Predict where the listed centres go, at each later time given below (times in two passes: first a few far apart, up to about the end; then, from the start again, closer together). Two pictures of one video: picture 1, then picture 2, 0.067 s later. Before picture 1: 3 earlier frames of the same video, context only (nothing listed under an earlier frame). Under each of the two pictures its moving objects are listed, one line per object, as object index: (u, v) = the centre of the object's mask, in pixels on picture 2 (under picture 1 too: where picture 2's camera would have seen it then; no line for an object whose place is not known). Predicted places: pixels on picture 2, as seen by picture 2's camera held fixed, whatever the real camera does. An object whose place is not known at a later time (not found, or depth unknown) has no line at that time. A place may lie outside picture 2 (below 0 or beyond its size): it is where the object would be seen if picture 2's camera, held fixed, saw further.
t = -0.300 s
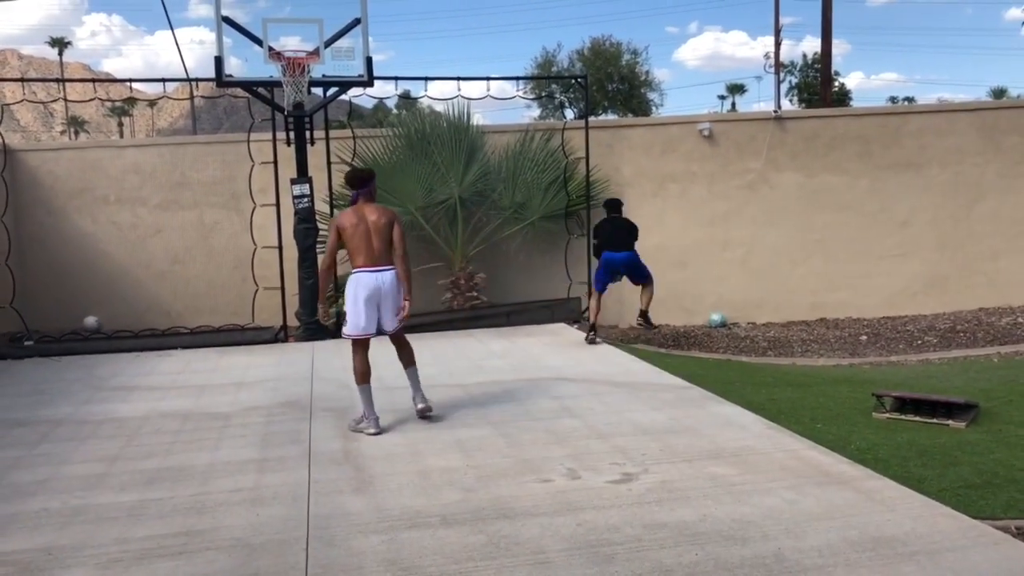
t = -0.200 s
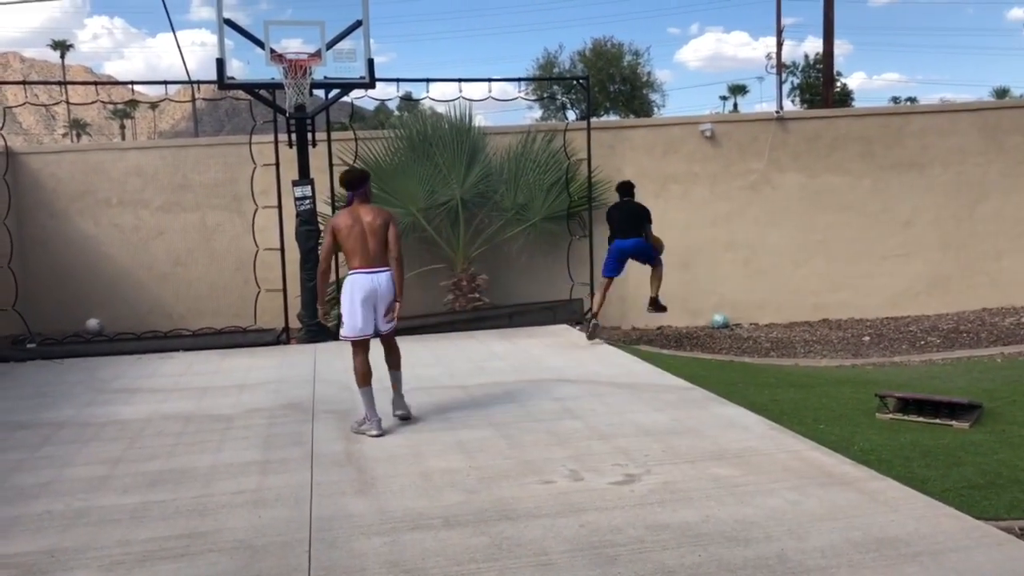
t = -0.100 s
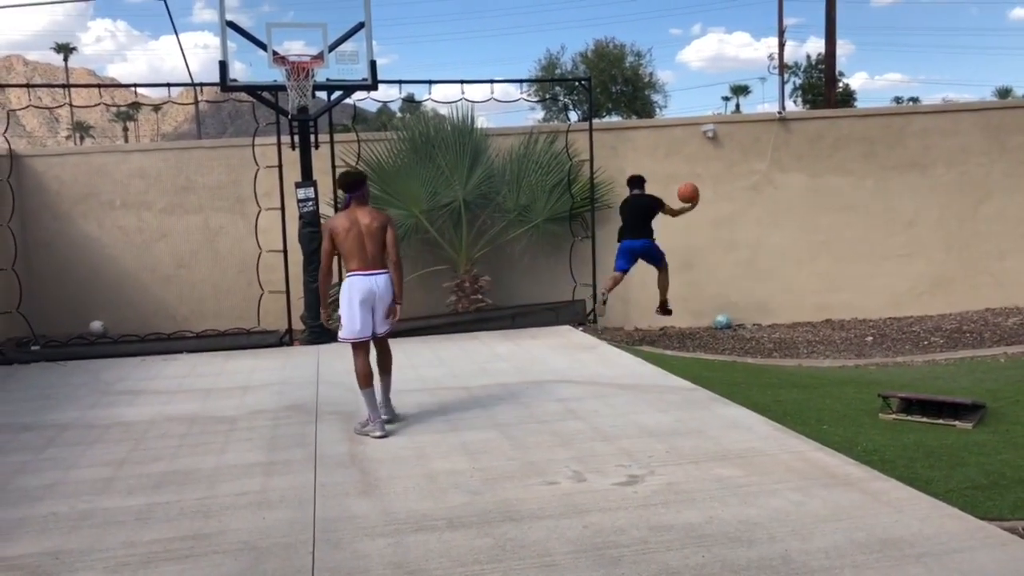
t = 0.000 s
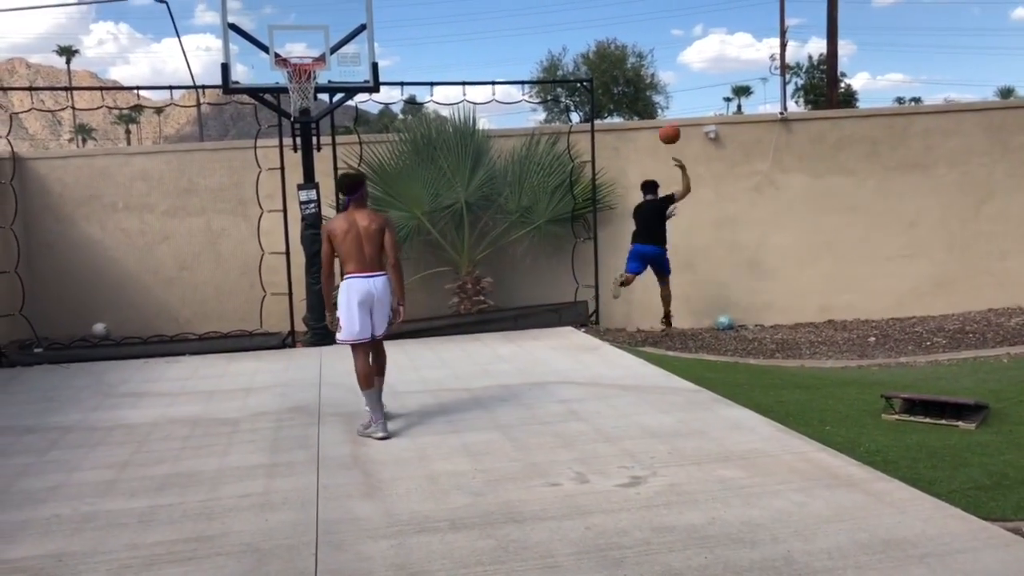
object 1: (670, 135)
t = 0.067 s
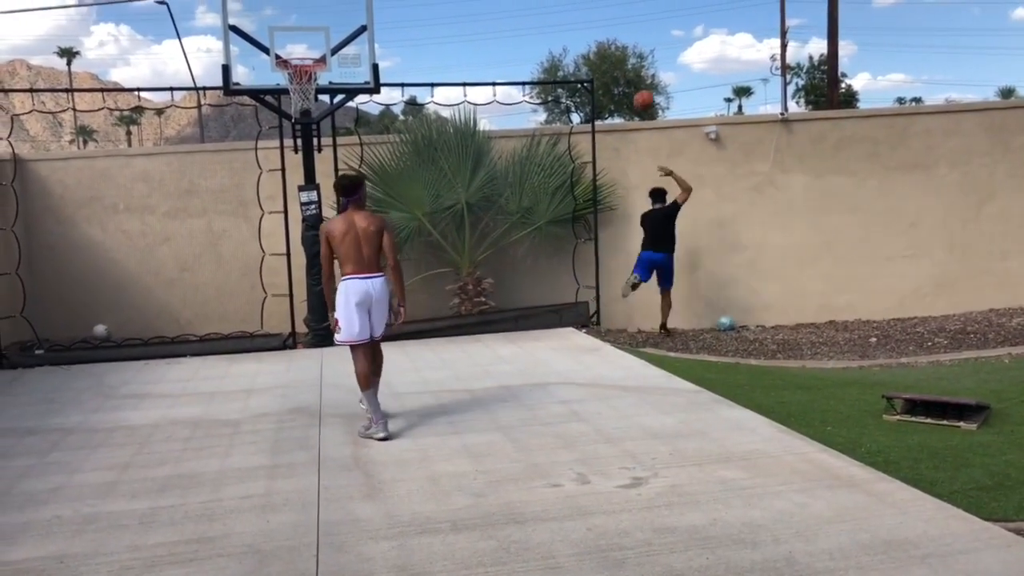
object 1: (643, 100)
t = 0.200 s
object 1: (593, 44)
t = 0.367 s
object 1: (531, -1)
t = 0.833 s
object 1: (374, -19)
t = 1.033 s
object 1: (313, 32)
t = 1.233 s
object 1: (258, 114)
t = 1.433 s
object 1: (206, 223)
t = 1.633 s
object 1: (164, 328)
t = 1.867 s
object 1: (152, 226)
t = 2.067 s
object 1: (146, 173)
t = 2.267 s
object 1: (141, 153)
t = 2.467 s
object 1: (139, 165)
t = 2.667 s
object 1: (141, 209)
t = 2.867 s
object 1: (145, 284)
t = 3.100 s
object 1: (132, 298)
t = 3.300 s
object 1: (105, 256)
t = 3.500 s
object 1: (82, 245)
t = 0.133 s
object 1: (617, 70)
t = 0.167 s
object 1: (605, 57)
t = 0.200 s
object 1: (593, 44)
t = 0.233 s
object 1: (580, 32)
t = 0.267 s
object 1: (568, 21)
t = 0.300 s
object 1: (555, 11)
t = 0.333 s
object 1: (543, 3)
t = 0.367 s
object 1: (531, -1)
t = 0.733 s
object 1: (405, -24)
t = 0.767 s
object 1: (394, -24)
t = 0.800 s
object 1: (383, -23)
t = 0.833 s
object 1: (374, -19)
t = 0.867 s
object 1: (362, -18)
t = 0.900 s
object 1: (352, -2)
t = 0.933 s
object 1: (342, 3)
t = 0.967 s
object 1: (332, 11)
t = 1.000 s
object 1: (322, 19)
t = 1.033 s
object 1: (313, 32)
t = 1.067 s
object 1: (303, 43)
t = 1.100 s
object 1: (294, 53)
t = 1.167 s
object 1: (274, 79)
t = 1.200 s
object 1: (268, 99)
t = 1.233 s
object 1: (258, 114)
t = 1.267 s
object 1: (248, 130)
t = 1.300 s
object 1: (239, 148)
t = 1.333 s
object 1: (231, 165)
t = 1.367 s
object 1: (223, 184)
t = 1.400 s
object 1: (214, 203)
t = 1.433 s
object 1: (206, 223)
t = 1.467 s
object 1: (198, 244)
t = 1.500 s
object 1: (190, 266)
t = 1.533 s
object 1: (183, 288)
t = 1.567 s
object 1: (175, 311)
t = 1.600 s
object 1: (167, 335)
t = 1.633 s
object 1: (164, 328)
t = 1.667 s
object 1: (162, 310)
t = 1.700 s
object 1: (160, 294)
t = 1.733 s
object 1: (158, 279)
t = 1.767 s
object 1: (157, 264)
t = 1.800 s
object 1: (155, 250)
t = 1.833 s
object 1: (154, 237)
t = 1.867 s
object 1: (152, 226)
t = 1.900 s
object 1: (151, 215)
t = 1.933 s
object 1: (150, 205)
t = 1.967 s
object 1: (149, 196)
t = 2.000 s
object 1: (147, 187)
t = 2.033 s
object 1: (147, 180)
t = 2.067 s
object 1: (146, 173)
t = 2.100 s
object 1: (145, 168)
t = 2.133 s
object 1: (144, 163)
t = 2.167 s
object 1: (143, 159)
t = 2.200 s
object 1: (142, 156)
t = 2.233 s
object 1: (142, 154)
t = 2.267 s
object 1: (141, 153)
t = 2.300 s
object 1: (141, 153)
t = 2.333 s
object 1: (140, 153)
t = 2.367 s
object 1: (140, 155)
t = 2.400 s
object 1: (139, 157)
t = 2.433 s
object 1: (139, 161)
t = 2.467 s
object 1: (139, 165)
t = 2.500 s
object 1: (139, 170)
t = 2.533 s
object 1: (139, 176)
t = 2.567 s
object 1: (140, 183)
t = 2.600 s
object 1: (140, 191)
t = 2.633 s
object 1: (141, 199)
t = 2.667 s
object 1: (141, 209)
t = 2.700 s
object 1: (142, 219)
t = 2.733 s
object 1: (143, 231)
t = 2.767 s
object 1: (143, 243)
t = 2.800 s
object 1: (144, 256)
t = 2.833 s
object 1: (145, 269)
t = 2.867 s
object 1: (145, 284)
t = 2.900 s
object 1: (146, 299)
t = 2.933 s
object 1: (148, 315)
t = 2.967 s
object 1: (148, 331)
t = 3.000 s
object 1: (146, 331)
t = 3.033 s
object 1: (142, 320)
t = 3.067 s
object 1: (137, 308)
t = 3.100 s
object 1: (132, 298)
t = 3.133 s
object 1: (127, 289)
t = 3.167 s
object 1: (123, 280)
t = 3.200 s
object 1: (118, 273)
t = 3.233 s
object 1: (114, 266)
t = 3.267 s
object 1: (110, 261)
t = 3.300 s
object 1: (105, 256)
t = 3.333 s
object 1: (101, 252)
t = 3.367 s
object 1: (97, 248)
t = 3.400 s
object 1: (93, 246)
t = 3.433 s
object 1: (89, 245)
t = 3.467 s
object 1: (86, 244)
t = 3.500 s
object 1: (82, 245)
